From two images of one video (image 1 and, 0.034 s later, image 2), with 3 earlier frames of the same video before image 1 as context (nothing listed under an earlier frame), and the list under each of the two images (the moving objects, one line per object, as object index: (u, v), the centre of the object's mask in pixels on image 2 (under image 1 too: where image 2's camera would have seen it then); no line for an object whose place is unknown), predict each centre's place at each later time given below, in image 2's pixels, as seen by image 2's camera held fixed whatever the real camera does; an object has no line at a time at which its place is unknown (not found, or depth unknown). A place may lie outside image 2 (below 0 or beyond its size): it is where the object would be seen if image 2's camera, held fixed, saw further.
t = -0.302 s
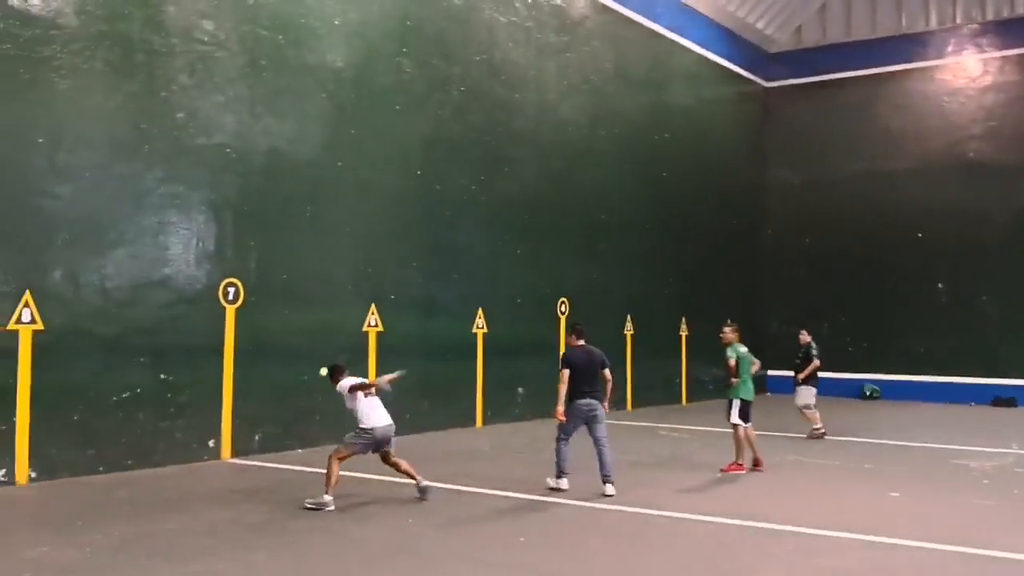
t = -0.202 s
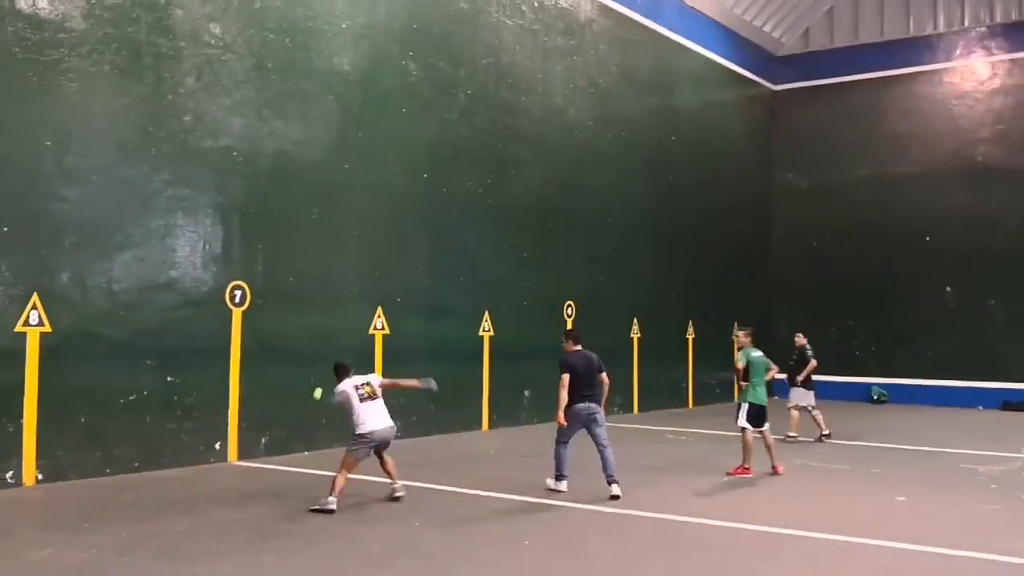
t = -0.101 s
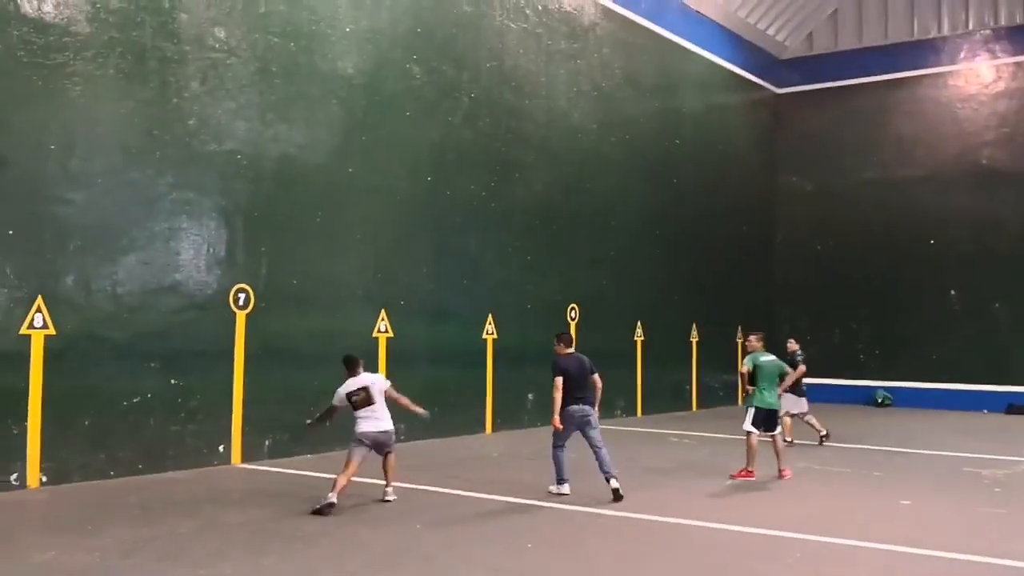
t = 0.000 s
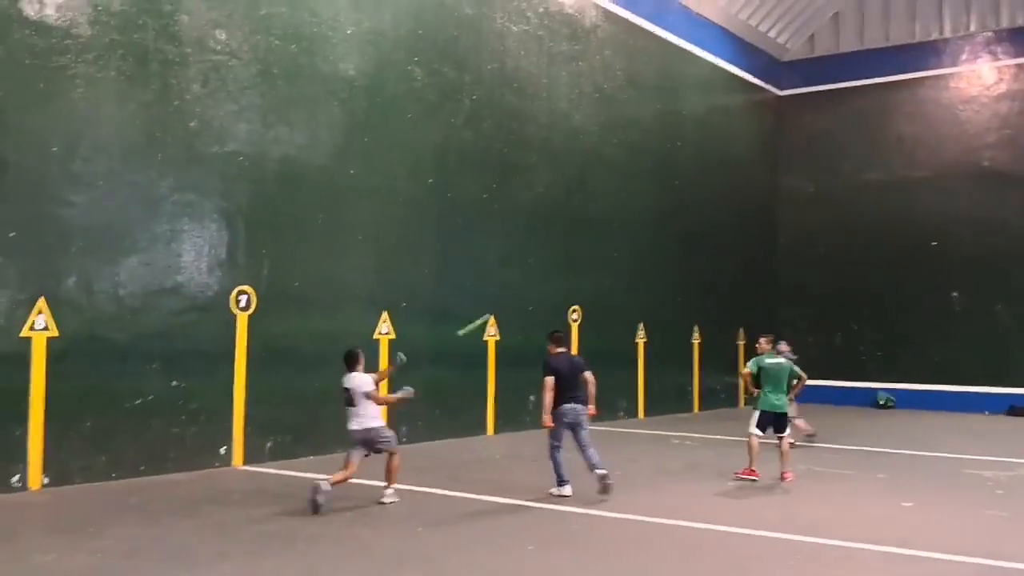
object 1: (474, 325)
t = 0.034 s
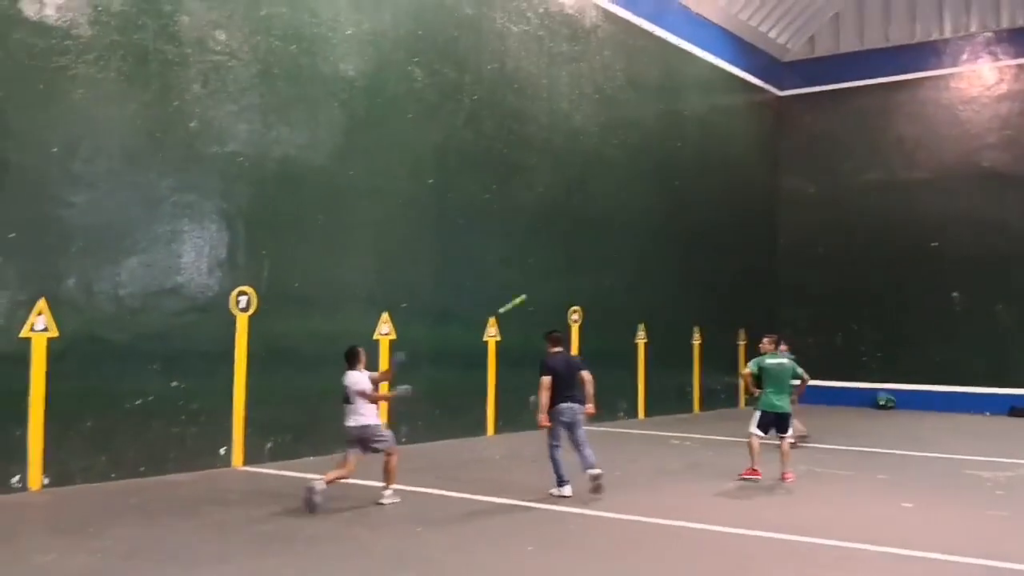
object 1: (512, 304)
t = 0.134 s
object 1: (604, 256)
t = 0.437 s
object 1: (772, 197)
